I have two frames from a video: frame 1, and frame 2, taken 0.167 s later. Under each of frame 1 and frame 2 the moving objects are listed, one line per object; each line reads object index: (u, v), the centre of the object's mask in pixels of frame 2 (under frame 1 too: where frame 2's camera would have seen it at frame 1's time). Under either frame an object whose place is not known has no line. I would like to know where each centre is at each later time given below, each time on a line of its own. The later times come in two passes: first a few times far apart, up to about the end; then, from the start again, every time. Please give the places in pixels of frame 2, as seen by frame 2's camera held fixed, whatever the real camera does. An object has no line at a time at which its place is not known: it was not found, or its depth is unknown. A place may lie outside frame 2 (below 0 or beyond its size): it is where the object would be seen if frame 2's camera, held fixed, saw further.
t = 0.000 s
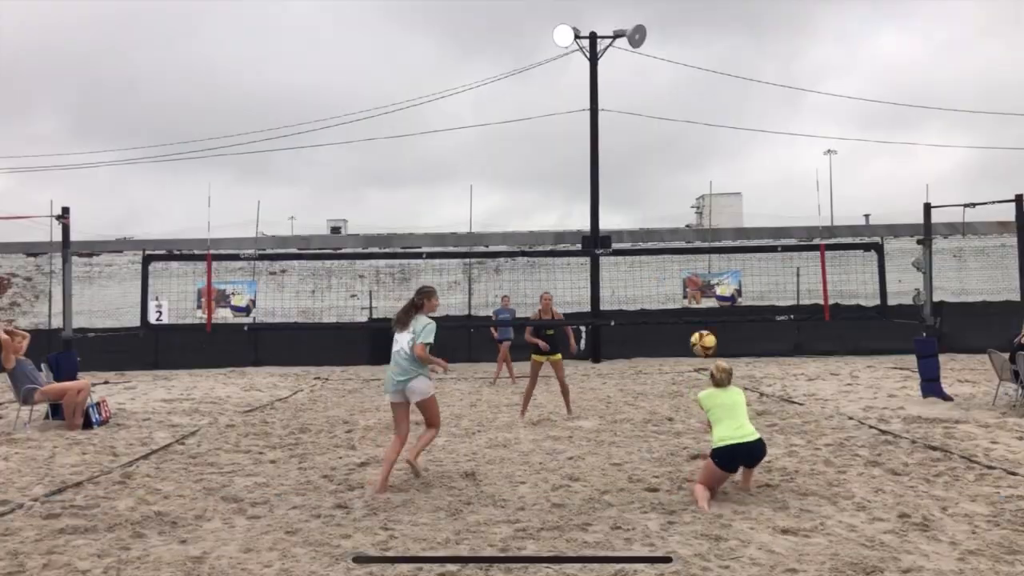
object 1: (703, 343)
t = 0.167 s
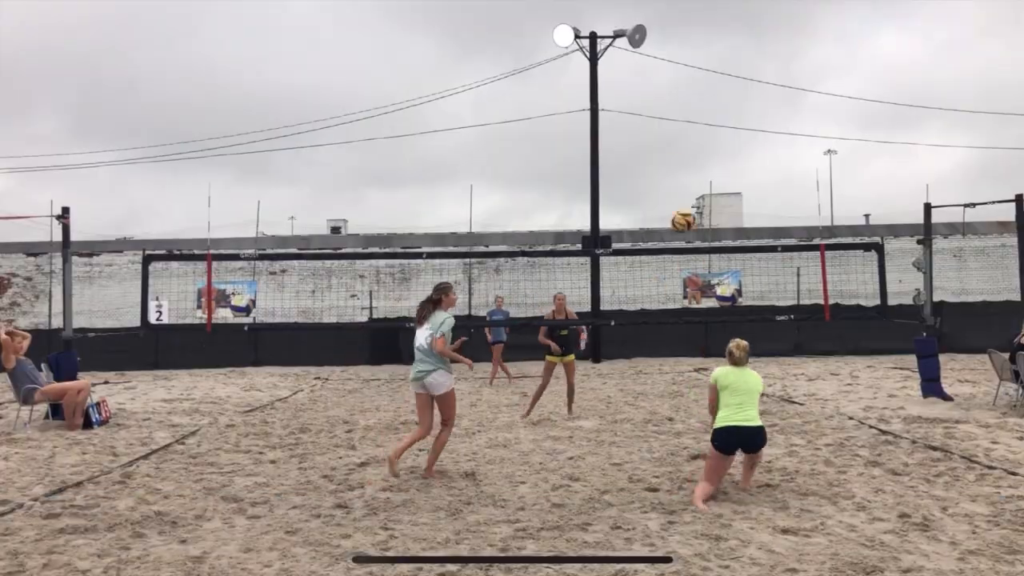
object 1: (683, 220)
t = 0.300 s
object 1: (669, 151)
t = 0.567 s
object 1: (644, 70)
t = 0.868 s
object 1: (620, 71)
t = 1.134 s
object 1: (601, 142)
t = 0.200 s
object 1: (680, 202)
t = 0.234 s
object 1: (676, 184)
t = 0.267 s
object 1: (673, 166)
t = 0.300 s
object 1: (669, 151)
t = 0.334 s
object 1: (666, 136)
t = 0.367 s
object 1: (662, 124)
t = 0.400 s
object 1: (659, 111)
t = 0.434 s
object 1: (656, 101)
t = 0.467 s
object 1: (653, 91)
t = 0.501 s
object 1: (650, 84)
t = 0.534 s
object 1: (647, 76)
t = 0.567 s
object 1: (644, 70)
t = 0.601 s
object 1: (641, 66)
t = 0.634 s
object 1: (638, 63)
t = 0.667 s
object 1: (635, 61)
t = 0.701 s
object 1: (633, 60)
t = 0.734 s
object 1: (630, 60)
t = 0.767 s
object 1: (627, 61)
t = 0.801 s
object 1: (625, 63)
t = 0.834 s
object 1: (622, 67)
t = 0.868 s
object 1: (620, 71)
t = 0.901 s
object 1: (617, 76)
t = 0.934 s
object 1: (615, 82)
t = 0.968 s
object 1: (613, 90)
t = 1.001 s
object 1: (610, 98)
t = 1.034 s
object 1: (608, 108)
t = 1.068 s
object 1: (605, 119)
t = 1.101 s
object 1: (603, 130)
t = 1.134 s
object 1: (601, 142)
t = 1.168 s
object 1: (599, 155)
